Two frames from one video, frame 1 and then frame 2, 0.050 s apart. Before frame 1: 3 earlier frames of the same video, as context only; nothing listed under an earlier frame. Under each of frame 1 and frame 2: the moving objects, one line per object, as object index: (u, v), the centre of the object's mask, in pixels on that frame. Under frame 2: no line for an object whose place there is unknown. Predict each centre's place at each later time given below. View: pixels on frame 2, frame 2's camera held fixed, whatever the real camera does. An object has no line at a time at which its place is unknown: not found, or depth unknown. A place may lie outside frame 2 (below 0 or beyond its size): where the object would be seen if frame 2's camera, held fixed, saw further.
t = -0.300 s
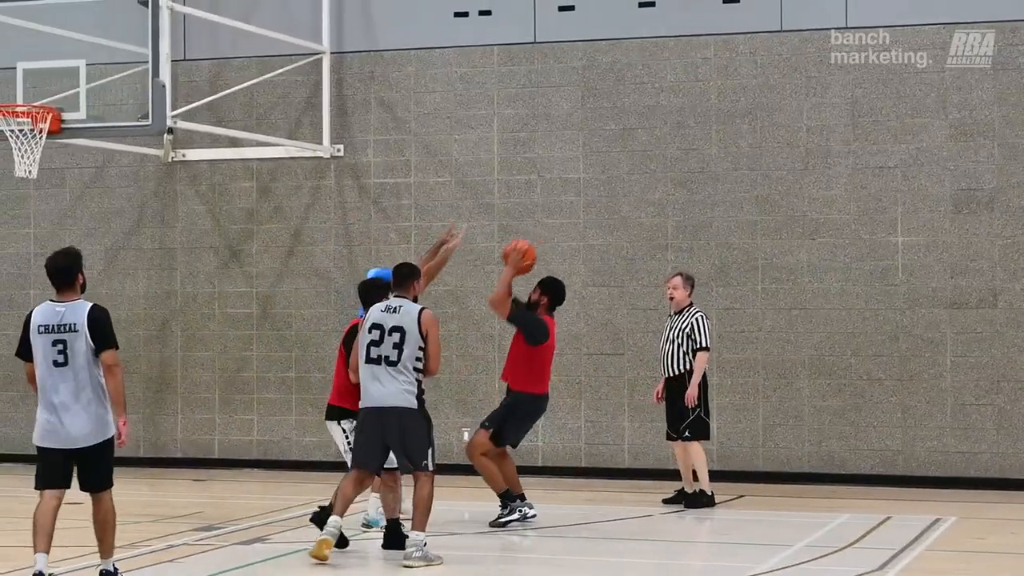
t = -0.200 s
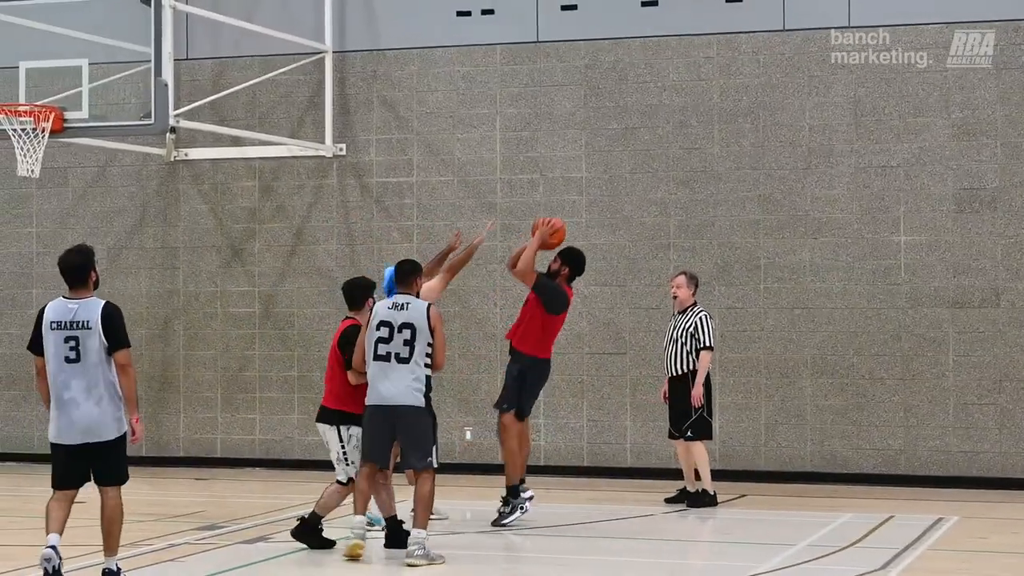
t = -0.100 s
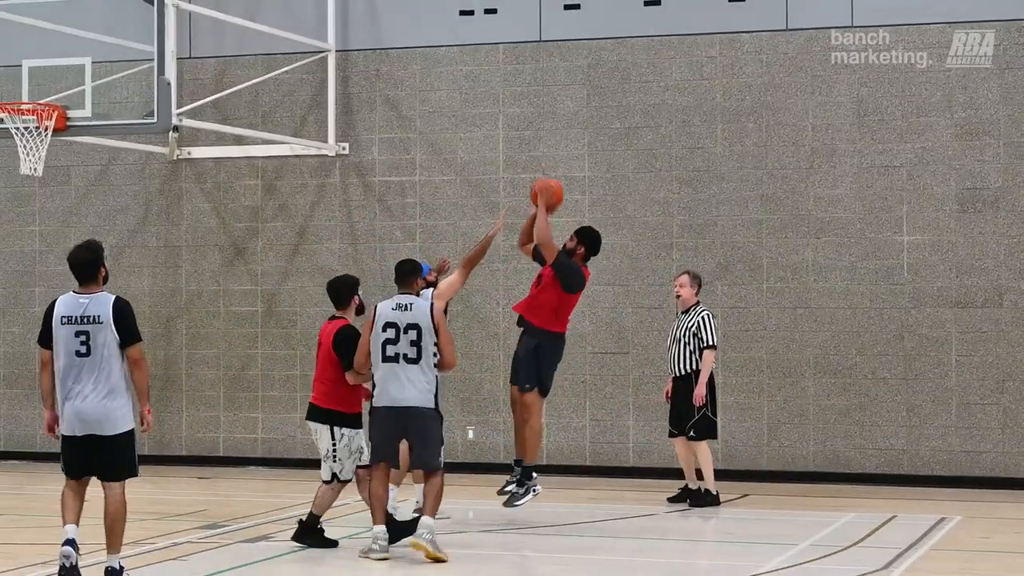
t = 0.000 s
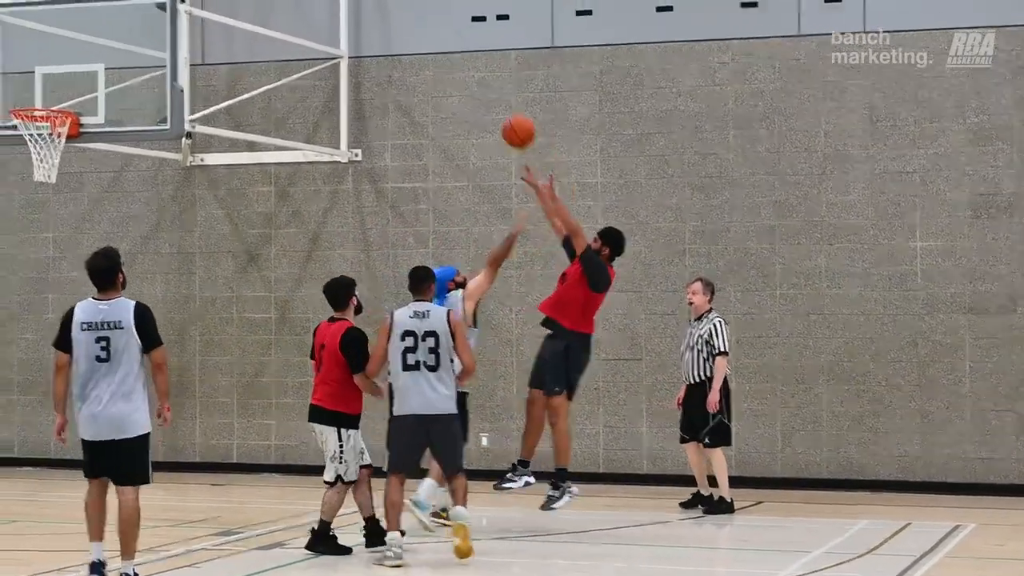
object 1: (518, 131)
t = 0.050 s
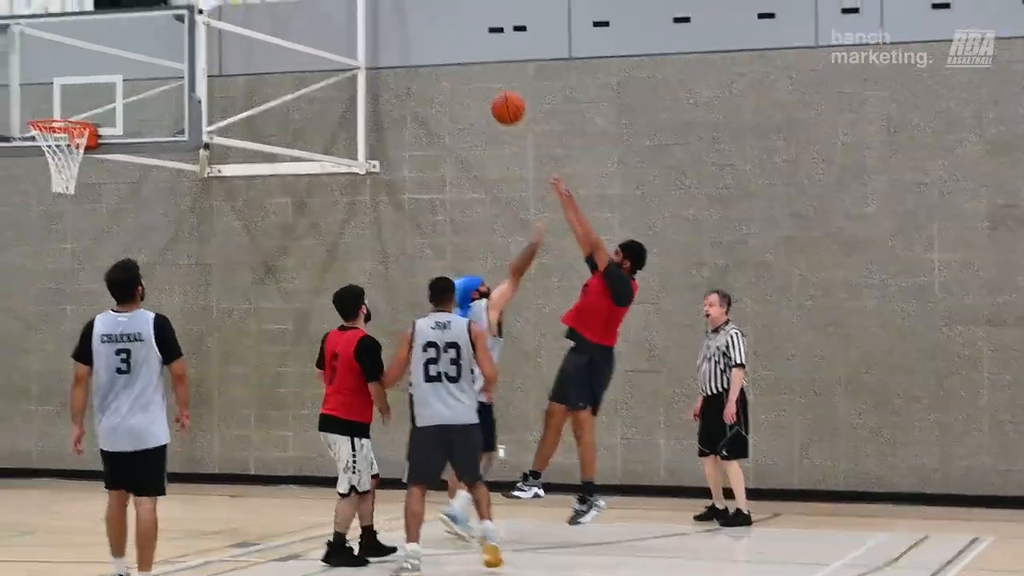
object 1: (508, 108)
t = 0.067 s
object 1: (498, 97)
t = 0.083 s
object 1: (489, 86)
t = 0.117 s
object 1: (470, 68)
